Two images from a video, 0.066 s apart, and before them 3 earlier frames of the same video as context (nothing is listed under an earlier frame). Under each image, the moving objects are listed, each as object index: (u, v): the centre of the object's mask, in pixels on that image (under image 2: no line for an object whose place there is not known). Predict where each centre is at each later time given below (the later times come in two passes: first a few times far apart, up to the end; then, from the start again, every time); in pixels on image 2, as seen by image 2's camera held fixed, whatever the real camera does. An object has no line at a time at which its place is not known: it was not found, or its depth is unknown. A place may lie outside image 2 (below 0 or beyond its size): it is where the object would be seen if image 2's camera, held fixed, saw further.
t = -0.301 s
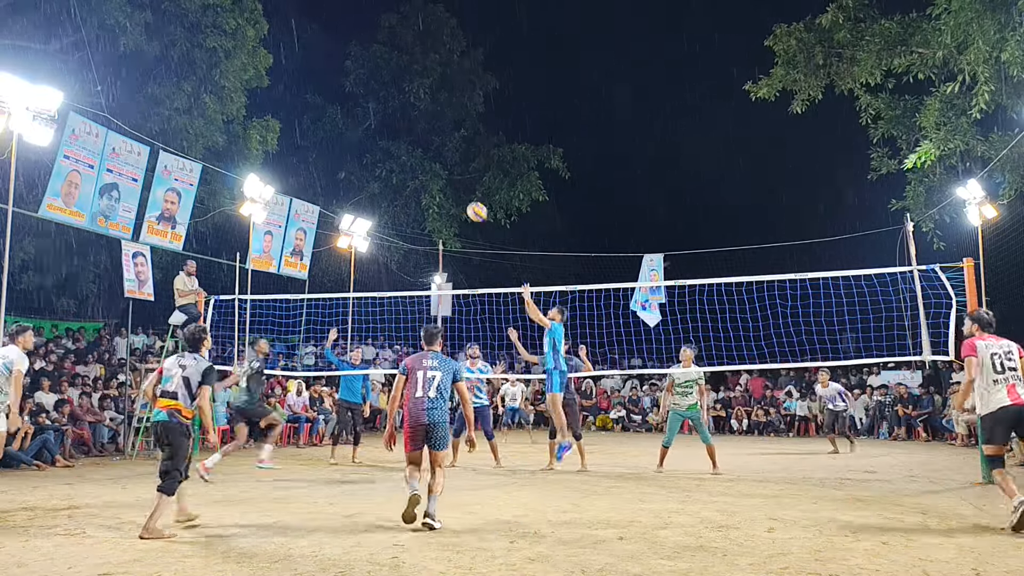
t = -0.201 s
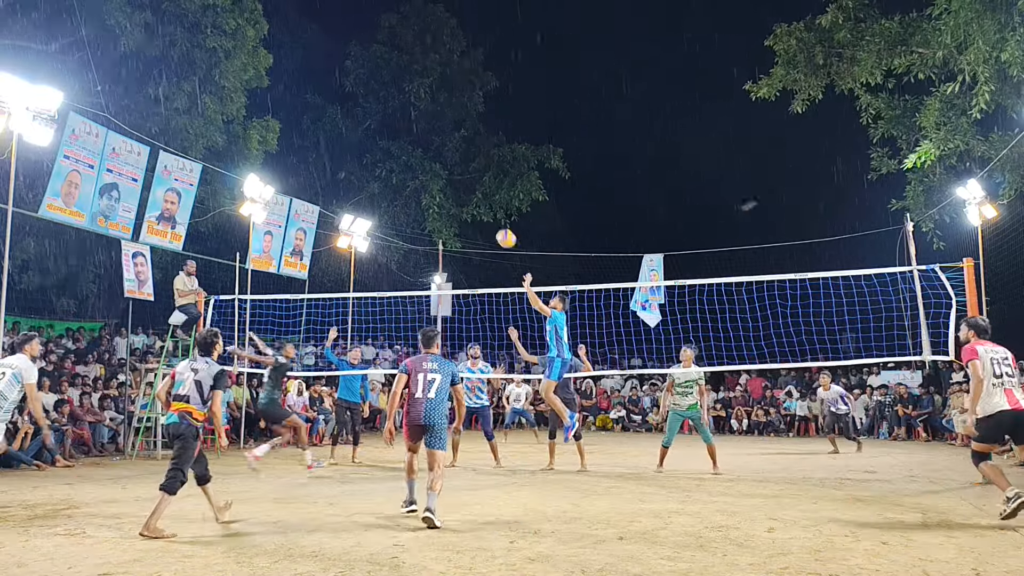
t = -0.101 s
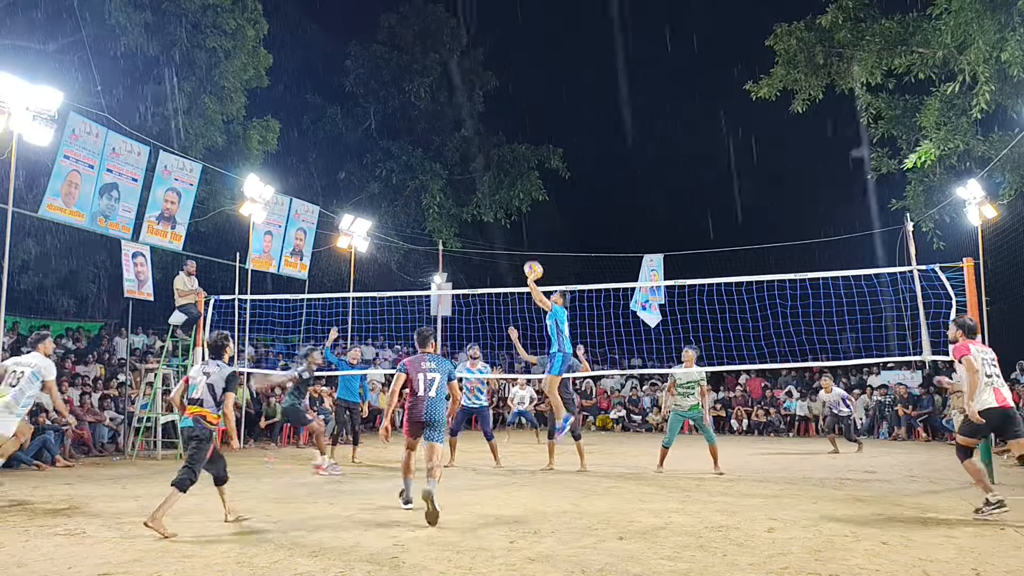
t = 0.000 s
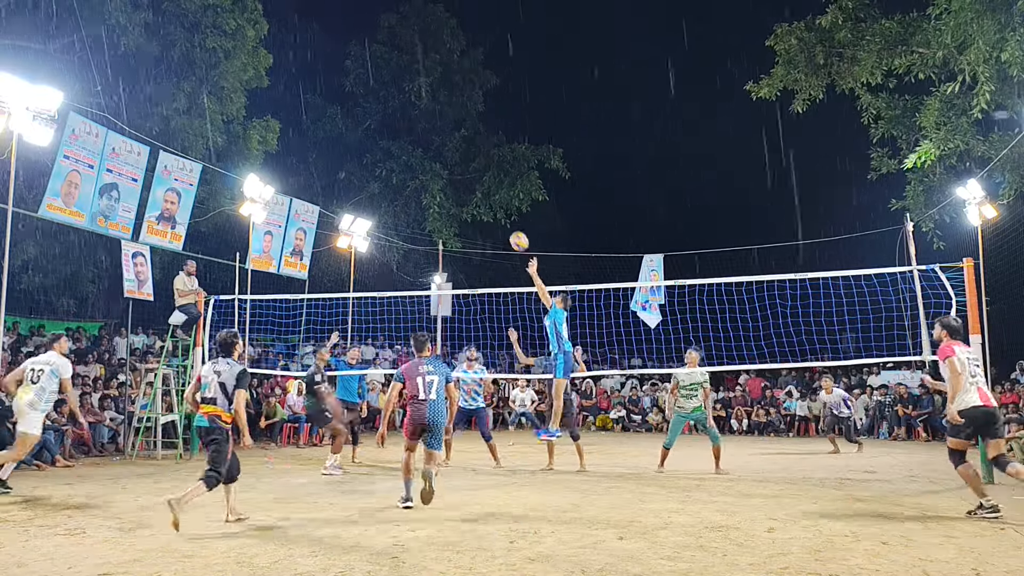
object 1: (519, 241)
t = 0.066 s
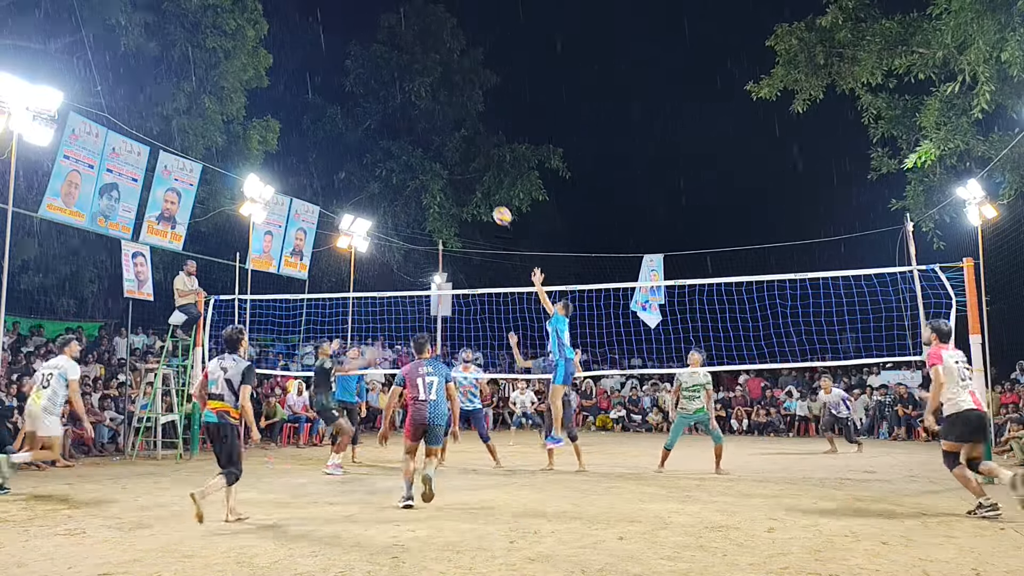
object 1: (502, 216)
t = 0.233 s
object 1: (462, 169)
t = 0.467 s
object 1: (409, 140)
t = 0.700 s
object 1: (361, 149)
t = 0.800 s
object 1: (341, 165)
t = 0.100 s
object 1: (494, 205)
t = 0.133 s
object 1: (486, 194)
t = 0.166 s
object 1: (478, 185)
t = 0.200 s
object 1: (470, 176)
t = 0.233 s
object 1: (462, 169)
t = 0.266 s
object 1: (454, 162)
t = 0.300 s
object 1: (446, 156)
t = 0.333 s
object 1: (439, 151)
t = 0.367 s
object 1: (431, 147)
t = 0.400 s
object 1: (424, 144)
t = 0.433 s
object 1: (417, 141)
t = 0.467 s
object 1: (409, 140)
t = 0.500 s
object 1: (402, 139)
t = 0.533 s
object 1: (395, 139)
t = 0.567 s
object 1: (388, 139)
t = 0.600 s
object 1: (381, 141)
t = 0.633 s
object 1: (374, 143)
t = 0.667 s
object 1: (368, 146)
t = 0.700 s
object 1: (361, 149)
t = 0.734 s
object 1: (354, 154)
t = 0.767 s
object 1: (348, 159)
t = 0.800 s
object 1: (341, 165)
